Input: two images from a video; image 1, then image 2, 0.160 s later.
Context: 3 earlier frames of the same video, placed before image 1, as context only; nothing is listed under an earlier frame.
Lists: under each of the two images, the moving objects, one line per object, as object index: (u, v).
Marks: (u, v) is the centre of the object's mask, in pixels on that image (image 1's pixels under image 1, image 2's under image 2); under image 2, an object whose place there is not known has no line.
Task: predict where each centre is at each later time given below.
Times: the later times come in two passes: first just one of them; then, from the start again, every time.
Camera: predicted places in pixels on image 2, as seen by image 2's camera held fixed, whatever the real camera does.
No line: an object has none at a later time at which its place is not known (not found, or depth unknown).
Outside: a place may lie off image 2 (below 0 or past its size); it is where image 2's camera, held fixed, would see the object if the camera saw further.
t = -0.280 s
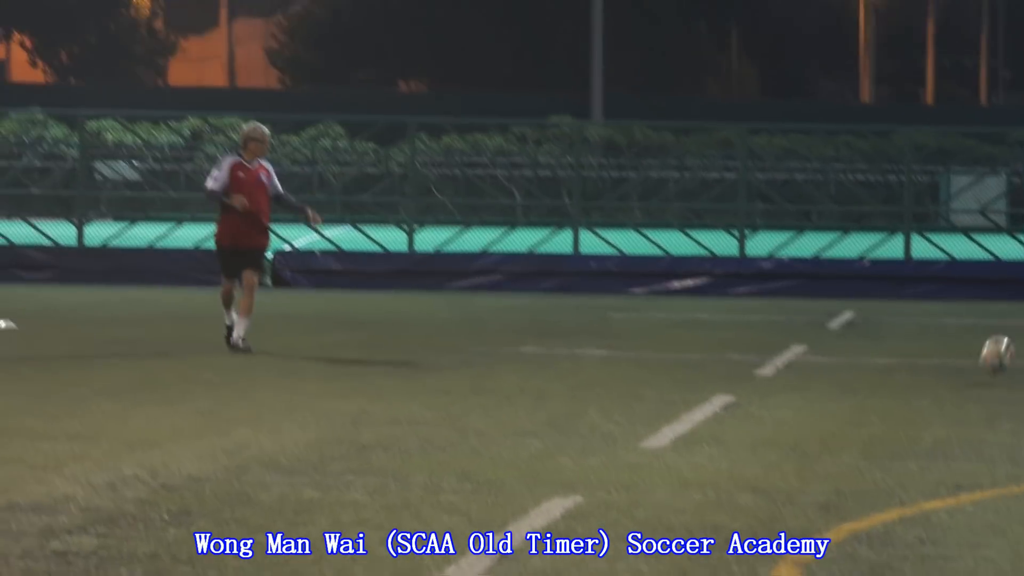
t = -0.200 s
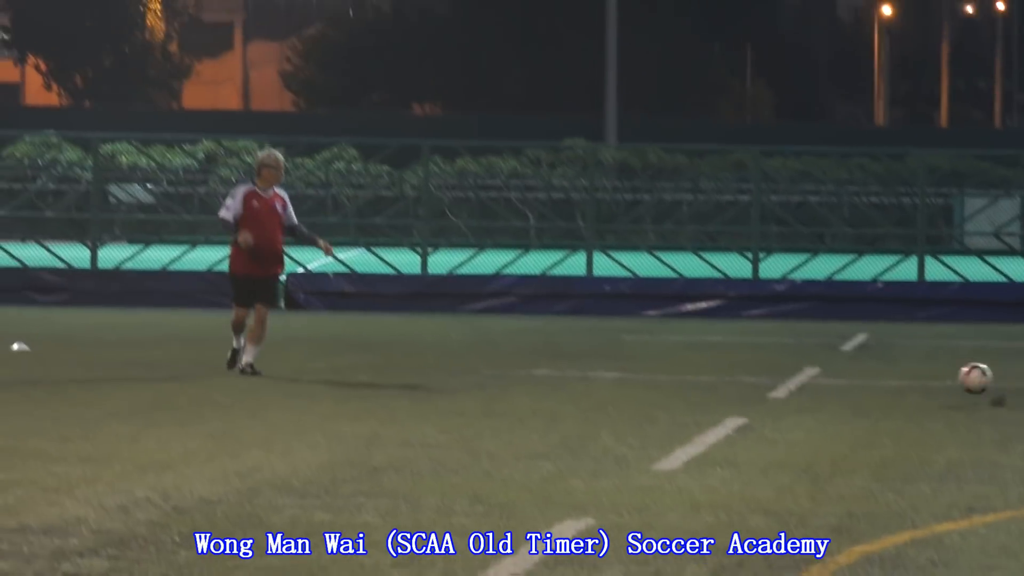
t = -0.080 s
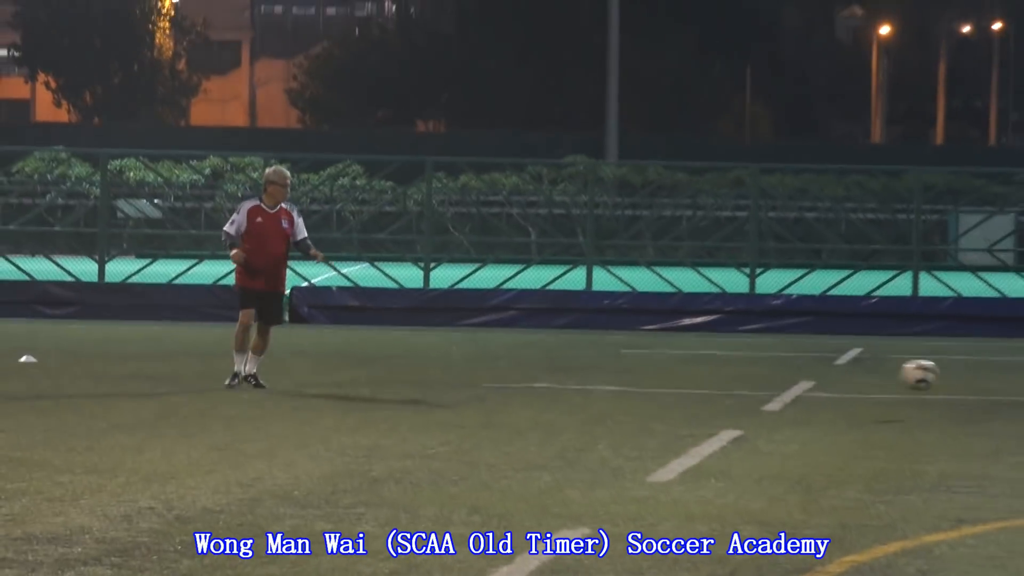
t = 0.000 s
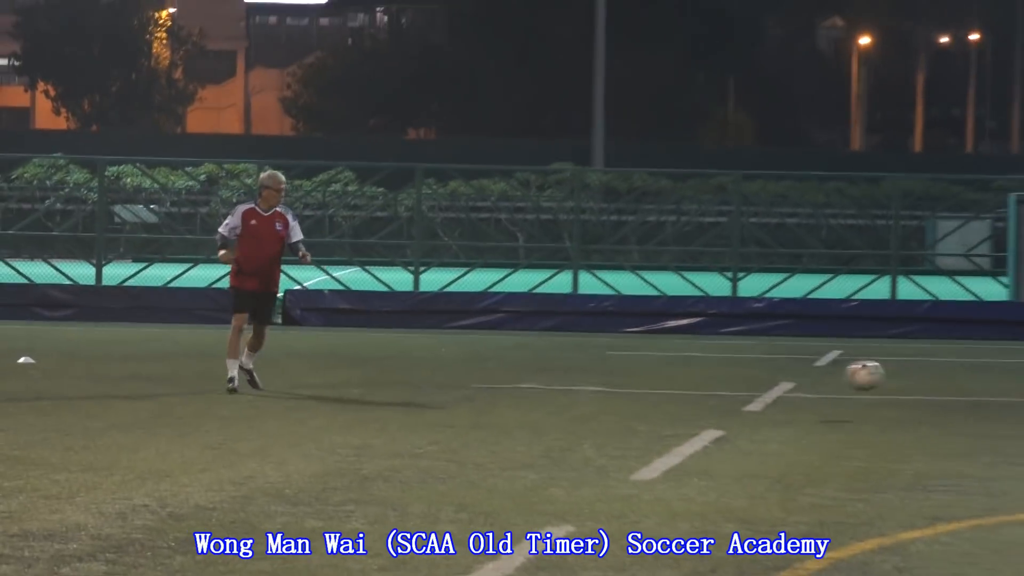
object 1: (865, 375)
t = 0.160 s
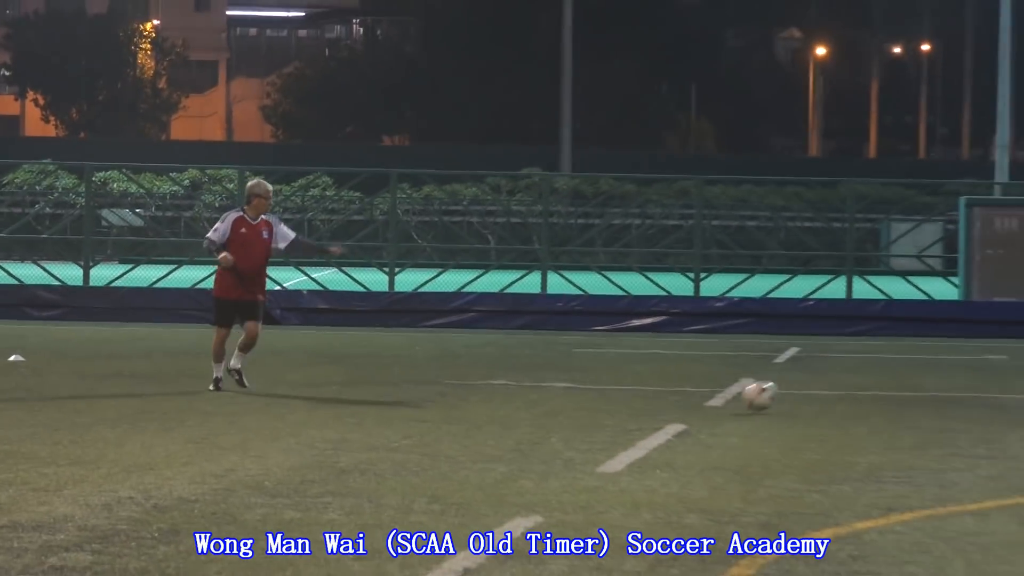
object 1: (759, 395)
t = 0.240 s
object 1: (731, 390)
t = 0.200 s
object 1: (744, 396)
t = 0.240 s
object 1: (731, 390)
